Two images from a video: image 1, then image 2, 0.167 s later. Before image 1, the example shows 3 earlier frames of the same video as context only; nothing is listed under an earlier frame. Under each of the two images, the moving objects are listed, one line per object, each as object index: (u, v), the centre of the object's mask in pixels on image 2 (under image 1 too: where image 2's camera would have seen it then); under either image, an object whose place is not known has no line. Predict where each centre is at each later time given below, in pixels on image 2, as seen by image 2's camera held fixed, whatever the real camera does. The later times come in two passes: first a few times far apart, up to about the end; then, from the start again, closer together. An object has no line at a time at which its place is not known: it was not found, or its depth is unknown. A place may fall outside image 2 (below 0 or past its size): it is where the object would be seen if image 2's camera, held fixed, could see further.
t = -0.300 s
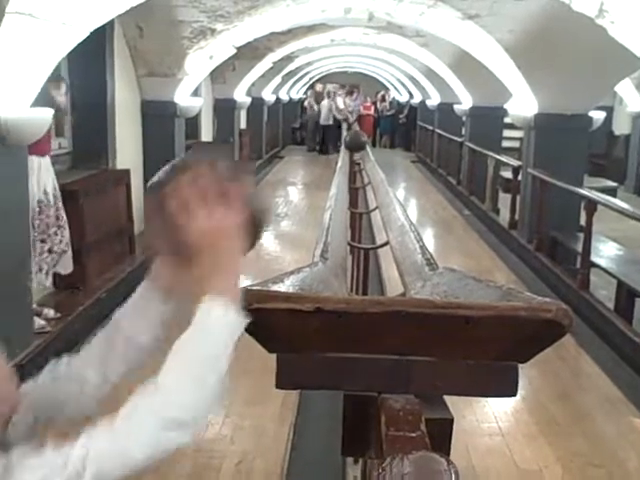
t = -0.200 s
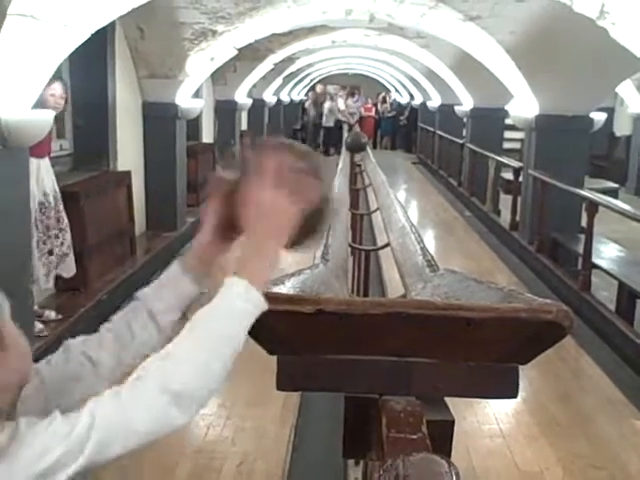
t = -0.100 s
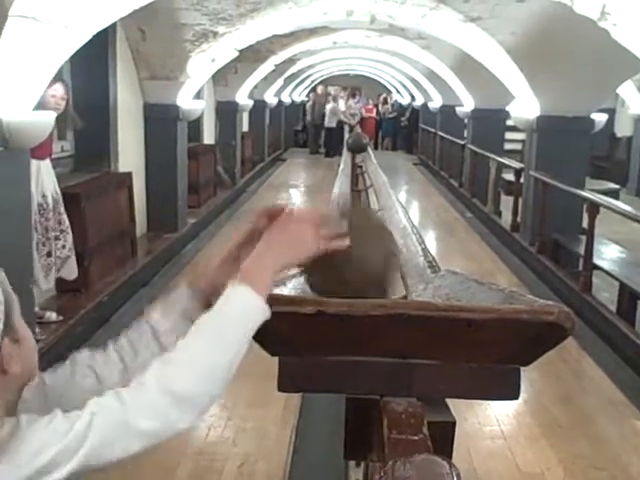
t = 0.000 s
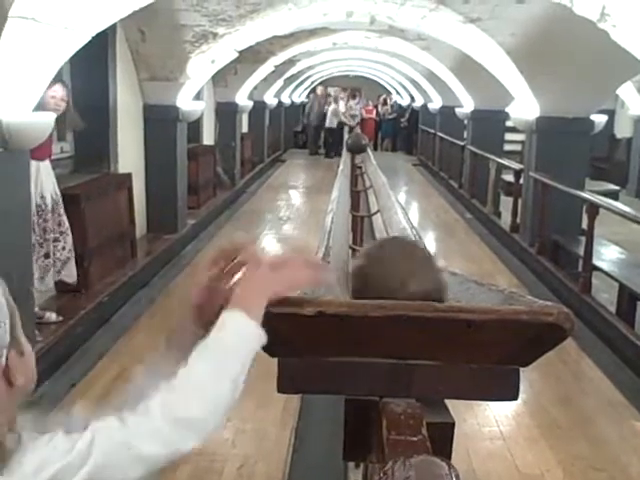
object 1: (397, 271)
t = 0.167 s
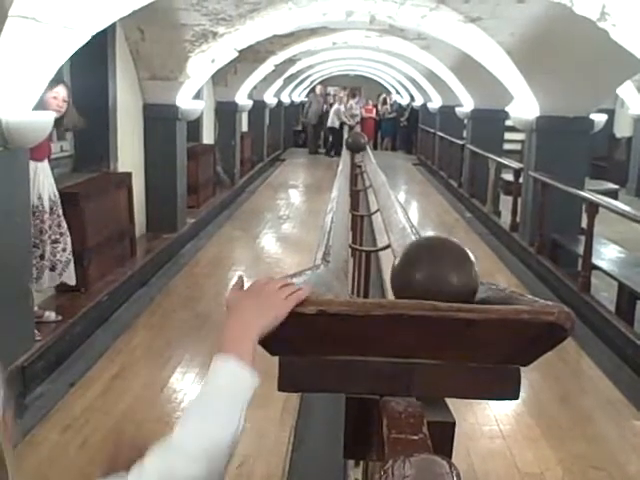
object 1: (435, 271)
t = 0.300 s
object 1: (409, 275)
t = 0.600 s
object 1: (375, 272)
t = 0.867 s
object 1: (376, 267)
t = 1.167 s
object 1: (374, 253)
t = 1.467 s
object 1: (372, 240)
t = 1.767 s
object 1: (370, 230)
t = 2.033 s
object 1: (368, 222)
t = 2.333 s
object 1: (367, 215)
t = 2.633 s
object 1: (366, 208)
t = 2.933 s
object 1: (365, 203)
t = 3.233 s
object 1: (365, 200)
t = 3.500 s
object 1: (363, 195)
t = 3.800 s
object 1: (363, 191)
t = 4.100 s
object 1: (362, 187)
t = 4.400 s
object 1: (361, 183)
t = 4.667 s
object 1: (361, 180)
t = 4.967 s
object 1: (360, 178)
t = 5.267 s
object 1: (359, 174)
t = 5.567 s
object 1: (359, 171)
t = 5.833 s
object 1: (358, 168)
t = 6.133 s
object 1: (358, 166)
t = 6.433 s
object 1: (358, 165)
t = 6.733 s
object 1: (357, 163)
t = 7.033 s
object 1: (357, 161)
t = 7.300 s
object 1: (357, 160)
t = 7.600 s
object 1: (357, 159)
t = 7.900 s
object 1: (357, 157)
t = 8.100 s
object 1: (356, 157)
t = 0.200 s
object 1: (432, 271)
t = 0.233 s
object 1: (427, 271)
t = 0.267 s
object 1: (419, 273)
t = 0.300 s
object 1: (409, 275)
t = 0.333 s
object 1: (400, 275)
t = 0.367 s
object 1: (391, 275)
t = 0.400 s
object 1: (382, 274)
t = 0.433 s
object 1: (374, 272)
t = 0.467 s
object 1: (369, 270)
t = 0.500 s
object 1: (367, 268)
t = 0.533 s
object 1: (368, 268)
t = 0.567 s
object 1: (371, 269)
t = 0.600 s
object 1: (375, 272)
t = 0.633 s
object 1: (381, 274)
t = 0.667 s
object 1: (380, 274)
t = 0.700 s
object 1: (378, 274)
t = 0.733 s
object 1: (378, 273)
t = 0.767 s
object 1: (377, 271)
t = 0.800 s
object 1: (376, 270)
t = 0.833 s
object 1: (376, 268)
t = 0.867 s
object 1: (376, 267)
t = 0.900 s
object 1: (376, 265)
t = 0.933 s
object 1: (376, 264)
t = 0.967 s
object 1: (376, 262)
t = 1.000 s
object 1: (376, 260)
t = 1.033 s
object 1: (375, 259)
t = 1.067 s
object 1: (375, 257)
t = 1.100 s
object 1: (374, 255)
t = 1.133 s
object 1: (374, 254)
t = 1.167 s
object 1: (374, 253)
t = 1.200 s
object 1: (374, 251)
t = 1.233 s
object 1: (374, 249)
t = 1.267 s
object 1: (374, 248)
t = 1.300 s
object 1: (373, 246)
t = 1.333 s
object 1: (373, 245)
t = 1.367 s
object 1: (373, 244)
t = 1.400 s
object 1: (372, 242)
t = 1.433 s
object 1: (372, 241)
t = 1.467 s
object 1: (372, 240)
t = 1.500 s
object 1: (372, 239)
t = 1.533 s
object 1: (372, 237)
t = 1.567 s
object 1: (372, 236)
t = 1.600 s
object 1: (372, 235)
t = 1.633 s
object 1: (371, 234)
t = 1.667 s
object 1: (370, 233)
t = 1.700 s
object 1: (370, 232)
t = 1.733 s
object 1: (370, 231)
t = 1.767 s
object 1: (370, 230)
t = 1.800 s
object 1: (370, 230)
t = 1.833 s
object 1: (370, 228)
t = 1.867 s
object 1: (370, 227)
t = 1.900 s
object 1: (369, 226)
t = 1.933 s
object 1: (369, 224)
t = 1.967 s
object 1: (369, 224)
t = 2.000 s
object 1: (368, 223)
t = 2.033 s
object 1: (368, 222)
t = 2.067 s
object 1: (368, 221)
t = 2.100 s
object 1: (368, 220)
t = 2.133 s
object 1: (368, 219)
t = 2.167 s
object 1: (368, 218)
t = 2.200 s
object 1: (368, 217)
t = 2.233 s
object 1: (368, 216)
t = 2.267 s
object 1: (367, 216)
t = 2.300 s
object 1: (367, 215)
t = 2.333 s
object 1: (367, 215)
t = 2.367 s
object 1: (367, 213)
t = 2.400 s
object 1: (367, 212)
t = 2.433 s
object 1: (367, 212)
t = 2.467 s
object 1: (367, 212)
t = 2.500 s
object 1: (367, 210)
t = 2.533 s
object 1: (366, 210)
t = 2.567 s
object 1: (366, 209)
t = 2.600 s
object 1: (366, 209)
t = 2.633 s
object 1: (366, 208)
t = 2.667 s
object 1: (366, 207)
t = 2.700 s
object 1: (366, 206)
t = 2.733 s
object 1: (366, 206)
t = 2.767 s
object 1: (366, 206)
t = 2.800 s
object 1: (365, 205)
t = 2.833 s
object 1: (366, 205)
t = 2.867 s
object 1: (366, 204)
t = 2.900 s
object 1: (365, 204)
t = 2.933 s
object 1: (365, 203)
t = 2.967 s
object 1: (365, 203)
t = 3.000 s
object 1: (365, 202)
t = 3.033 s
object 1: (365, 202)
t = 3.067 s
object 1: (365, 201)
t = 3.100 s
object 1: (365, 201)
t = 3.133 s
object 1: (364, 200)
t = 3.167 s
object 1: (365, 200)
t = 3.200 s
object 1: (365, 200)
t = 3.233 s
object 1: (365, 200)
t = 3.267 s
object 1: (364, 199)
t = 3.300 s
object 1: (364, 198)
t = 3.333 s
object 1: (364, 197)
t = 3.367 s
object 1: (363, 197)
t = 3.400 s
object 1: (363, 196)
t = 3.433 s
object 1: (364, 196)
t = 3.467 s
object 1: (363, 195)
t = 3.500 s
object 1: (363, 195)
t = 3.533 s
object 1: (363, 194)
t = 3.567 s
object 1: (363, 194)
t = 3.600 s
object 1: (363, 194)
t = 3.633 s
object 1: (363, 194)
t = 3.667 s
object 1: (363, 193)
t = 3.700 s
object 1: (363, 193)
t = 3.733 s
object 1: (363, 192)
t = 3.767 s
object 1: (363, 191)
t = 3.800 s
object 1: (363, 191)
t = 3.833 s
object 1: (363, 191)
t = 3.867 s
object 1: (362, 190)
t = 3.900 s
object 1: (362, 189)
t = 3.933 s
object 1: (362, 189)
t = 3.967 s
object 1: (362, 188)
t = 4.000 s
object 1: (362, 188)
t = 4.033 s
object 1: (362, 188)
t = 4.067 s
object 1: (362, 188)
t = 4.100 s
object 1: (362, 187)
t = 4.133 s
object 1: (362, 187)
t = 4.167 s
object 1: (362, 186)
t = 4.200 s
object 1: (362, 185)
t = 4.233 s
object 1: (361, 185)
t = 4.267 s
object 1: (361, 184)
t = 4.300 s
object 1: (361, 184)
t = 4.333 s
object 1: (361, 184)
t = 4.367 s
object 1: (361, 184)
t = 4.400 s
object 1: (361, 183)
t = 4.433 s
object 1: (361, 183)
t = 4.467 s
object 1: (361, 183)
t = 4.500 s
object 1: (361, 182)
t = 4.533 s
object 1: (361, 182)
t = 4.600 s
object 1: (361, 181)
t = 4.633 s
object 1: (361, 180)
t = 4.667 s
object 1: (361, 180)
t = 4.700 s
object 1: (361, 180)
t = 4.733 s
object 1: (361, 179)
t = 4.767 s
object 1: (361, 179)
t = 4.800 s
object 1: (360, 178)
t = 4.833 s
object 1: (360, 178)
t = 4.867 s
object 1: (360, 178)
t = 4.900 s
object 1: (360, 178)
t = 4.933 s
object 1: (360, 178)
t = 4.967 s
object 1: (360, 178)
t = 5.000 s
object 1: (360, 177)
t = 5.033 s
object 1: (360, 177)
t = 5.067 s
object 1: (360, 177)
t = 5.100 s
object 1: (360, 176)
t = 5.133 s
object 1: (360, 176)
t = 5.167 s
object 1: (359, 175)
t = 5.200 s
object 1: (359, 174)
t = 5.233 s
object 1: (359, 174)
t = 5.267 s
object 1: (359, 174)
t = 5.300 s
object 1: (359, 174)
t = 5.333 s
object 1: (359, 174)
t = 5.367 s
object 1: (359, 173)
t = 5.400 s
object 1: (359, 173)
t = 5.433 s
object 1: (359, 173)
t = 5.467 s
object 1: (359, 172)
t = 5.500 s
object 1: (359, 172)
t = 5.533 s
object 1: (359, 171)
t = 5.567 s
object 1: (359, 171)
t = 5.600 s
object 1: (359, 172)
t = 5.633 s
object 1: (358, 171)
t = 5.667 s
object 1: (359, 171)
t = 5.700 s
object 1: (359, 170)
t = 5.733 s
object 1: (358, 169)
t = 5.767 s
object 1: (358, 169)
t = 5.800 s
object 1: (358, 169)
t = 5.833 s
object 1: (358, 168)
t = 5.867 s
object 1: (358, 168)
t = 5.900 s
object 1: (358, 168)
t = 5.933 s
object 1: (358, 168)
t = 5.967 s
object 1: (358, 167)
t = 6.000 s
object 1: (358, 167)
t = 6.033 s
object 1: (358, 167)
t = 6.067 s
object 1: (358, 167)
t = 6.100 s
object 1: (358, 166)
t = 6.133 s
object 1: (358, 166)
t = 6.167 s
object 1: (358, 166)
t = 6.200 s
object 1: (358, 166)
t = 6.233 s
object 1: (358, 166)
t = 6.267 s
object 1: (358, 166)
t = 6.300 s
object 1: (358, 166)
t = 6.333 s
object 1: (358, 165)
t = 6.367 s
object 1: (358, 165)
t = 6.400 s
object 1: (358, 165)
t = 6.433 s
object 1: (358, 165)
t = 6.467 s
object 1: (358, 164)
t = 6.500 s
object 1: (358, 164)
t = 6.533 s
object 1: (358, 164)
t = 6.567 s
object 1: (357, 163)
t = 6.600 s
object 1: (357, 163)
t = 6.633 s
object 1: (357, 163)
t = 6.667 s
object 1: (357, 164)
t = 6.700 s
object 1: (358, 163)
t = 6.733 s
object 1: (357, 163)
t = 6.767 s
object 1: (357, 162)
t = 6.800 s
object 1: (357, 162)
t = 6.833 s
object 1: (357, 162)
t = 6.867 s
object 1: (357, 162)
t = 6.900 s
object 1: (357, 162)
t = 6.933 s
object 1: (357, 162)
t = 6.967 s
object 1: (357, 161)
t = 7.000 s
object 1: (357, 161)
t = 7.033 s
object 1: (357, 161)
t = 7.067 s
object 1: (357, 161)
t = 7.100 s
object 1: (357, 161)
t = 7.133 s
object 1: (357, 160)
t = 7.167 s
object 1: (357, 160)
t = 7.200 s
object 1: (357, 160)
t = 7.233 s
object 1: (357, 160)
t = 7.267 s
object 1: (357, 159)
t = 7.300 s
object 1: (357, 160)
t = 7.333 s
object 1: (357, 160)
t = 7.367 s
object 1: (357, 159)
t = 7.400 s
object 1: (357, 159)
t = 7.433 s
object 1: (357, 159)
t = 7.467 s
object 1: (357, 159)
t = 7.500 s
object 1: (357, 159)
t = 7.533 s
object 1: (357, 159)
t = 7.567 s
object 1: (357, 159)
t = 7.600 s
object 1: (357, 159)
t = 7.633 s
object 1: (357, 159)
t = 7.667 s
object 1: (357, 158)
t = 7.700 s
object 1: (357, 158)
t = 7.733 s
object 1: (356, 158)
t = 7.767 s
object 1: (356, 158)
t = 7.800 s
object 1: (356, 158)
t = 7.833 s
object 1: (356, 157)
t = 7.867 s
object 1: (357, 157)
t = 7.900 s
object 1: (357, 157)
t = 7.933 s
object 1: (357, 157)
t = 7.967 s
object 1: (357, 157)
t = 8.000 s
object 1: (356, 157)
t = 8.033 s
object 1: (357, 157)
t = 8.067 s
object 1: (356, 157)
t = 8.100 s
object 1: (356, 157)
